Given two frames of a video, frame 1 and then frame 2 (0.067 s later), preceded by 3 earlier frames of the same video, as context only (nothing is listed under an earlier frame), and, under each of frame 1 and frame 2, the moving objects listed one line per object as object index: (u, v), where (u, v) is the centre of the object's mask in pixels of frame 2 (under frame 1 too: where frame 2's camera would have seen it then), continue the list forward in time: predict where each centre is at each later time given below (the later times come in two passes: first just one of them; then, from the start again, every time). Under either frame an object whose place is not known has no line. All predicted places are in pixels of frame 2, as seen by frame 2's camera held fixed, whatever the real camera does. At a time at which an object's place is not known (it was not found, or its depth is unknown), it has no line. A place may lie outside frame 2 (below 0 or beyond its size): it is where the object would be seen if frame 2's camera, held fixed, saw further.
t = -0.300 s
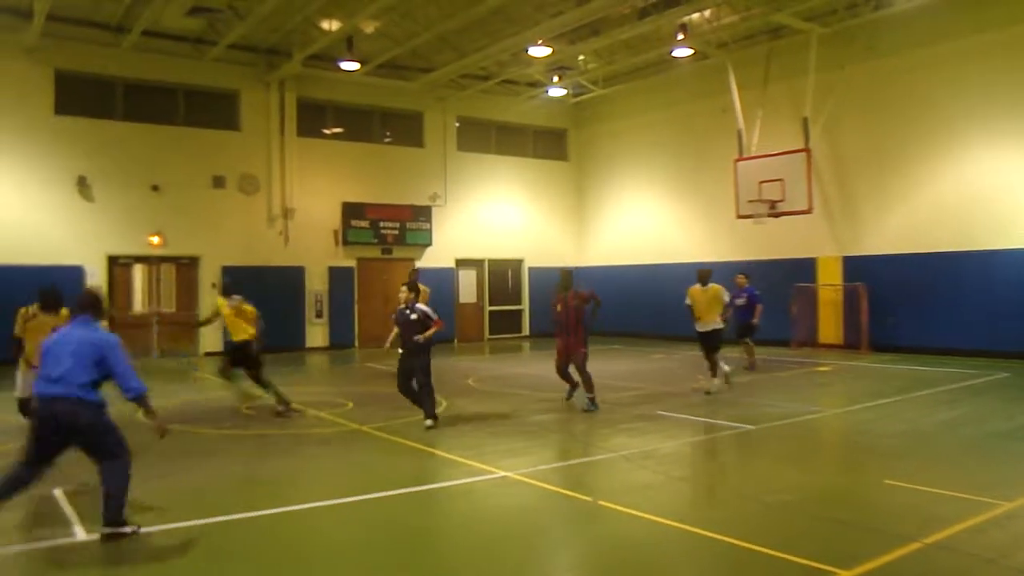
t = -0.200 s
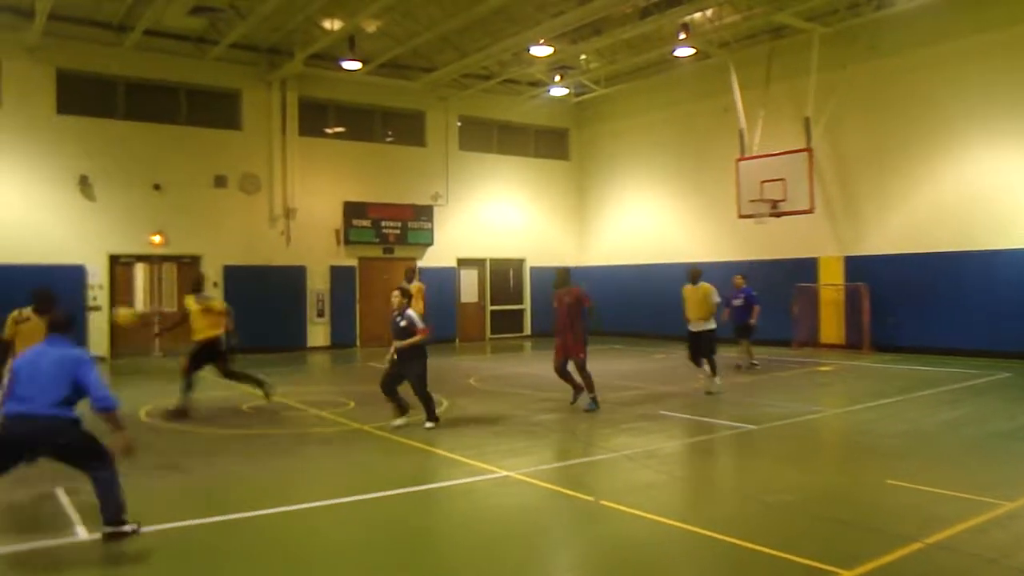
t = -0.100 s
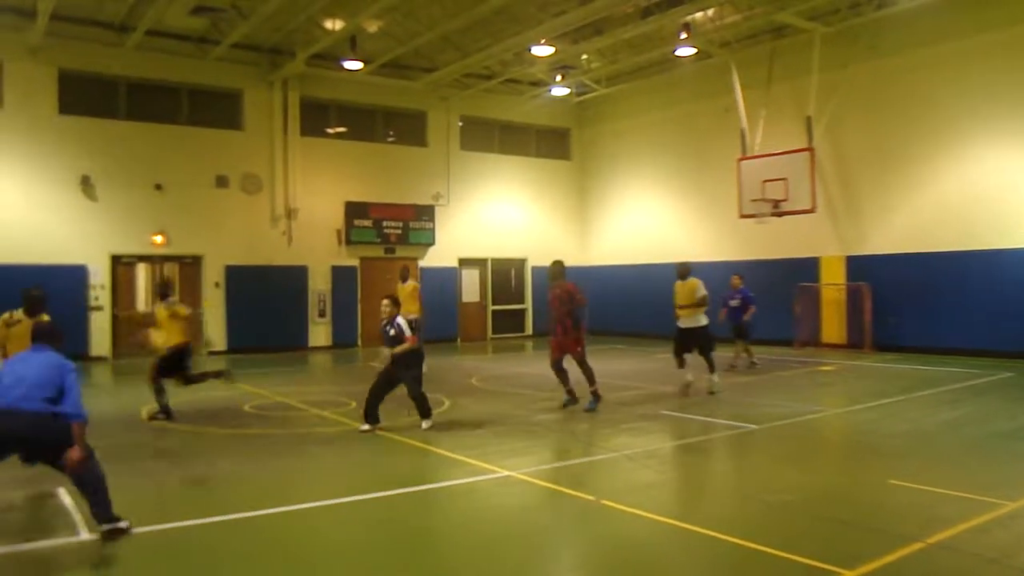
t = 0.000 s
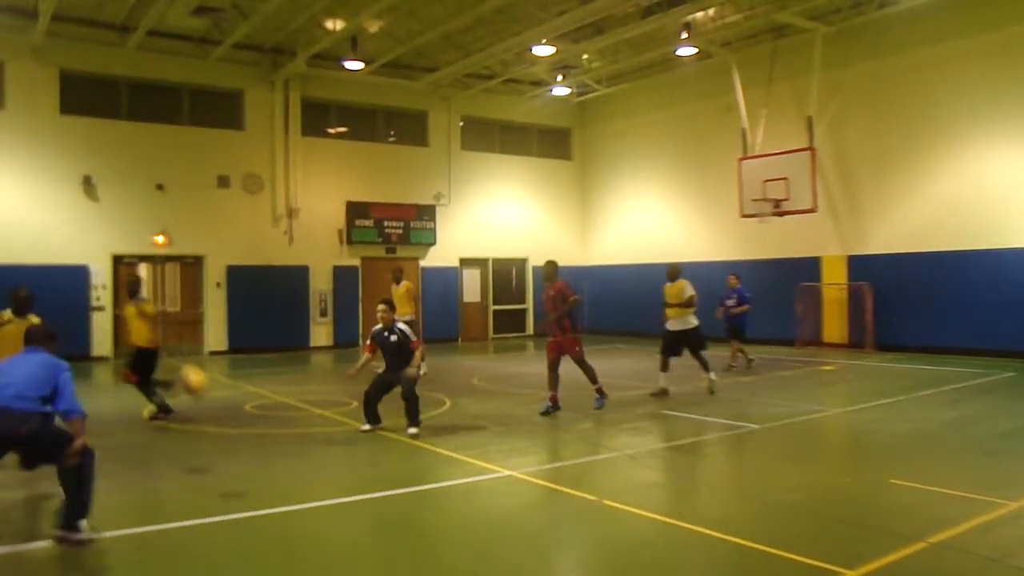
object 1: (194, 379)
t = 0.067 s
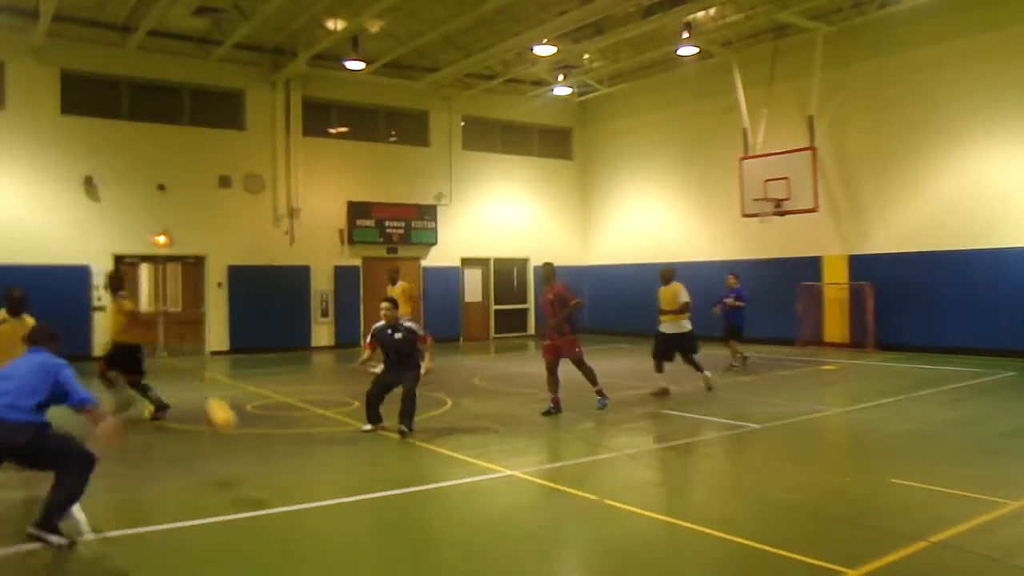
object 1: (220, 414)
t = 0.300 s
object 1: (288, 452)
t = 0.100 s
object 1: (233, 435)
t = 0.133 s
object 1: (248, 461)
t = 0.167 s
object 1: (264, 488)
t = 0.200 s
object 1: (269, 494)
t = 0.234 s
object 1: (276, 478)
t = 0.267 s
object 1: (281, 467)
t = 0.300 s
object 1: (288, 452)
